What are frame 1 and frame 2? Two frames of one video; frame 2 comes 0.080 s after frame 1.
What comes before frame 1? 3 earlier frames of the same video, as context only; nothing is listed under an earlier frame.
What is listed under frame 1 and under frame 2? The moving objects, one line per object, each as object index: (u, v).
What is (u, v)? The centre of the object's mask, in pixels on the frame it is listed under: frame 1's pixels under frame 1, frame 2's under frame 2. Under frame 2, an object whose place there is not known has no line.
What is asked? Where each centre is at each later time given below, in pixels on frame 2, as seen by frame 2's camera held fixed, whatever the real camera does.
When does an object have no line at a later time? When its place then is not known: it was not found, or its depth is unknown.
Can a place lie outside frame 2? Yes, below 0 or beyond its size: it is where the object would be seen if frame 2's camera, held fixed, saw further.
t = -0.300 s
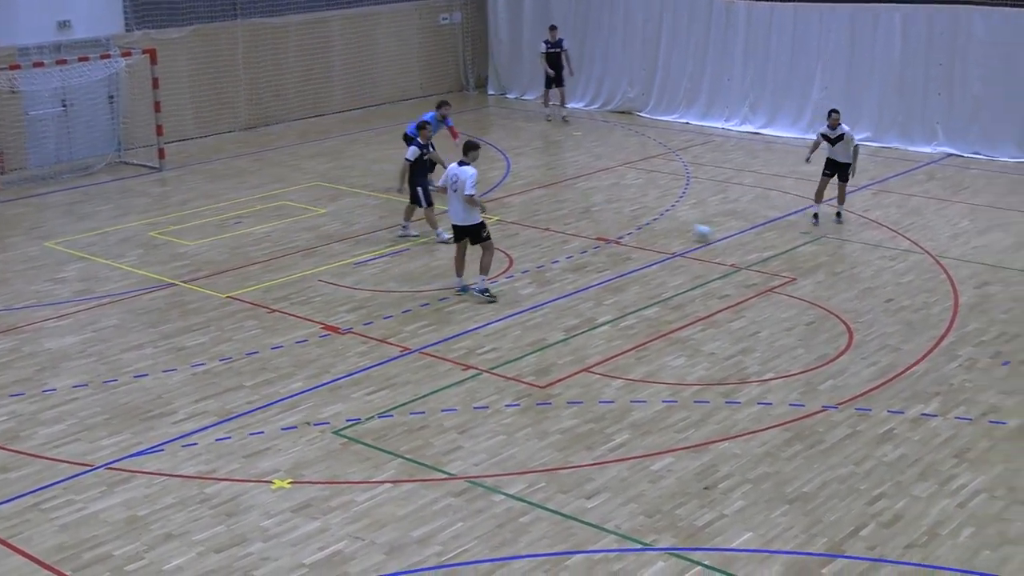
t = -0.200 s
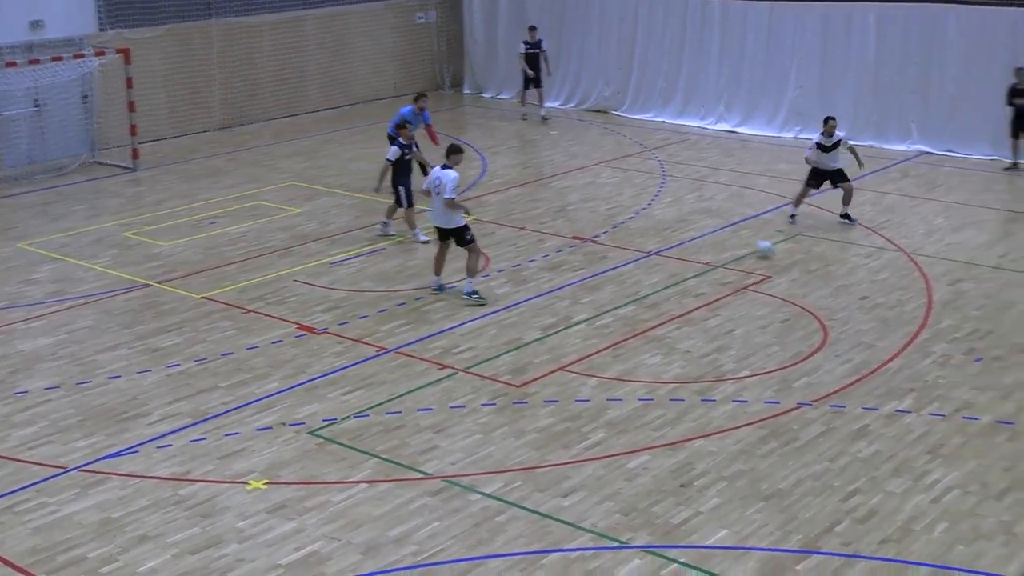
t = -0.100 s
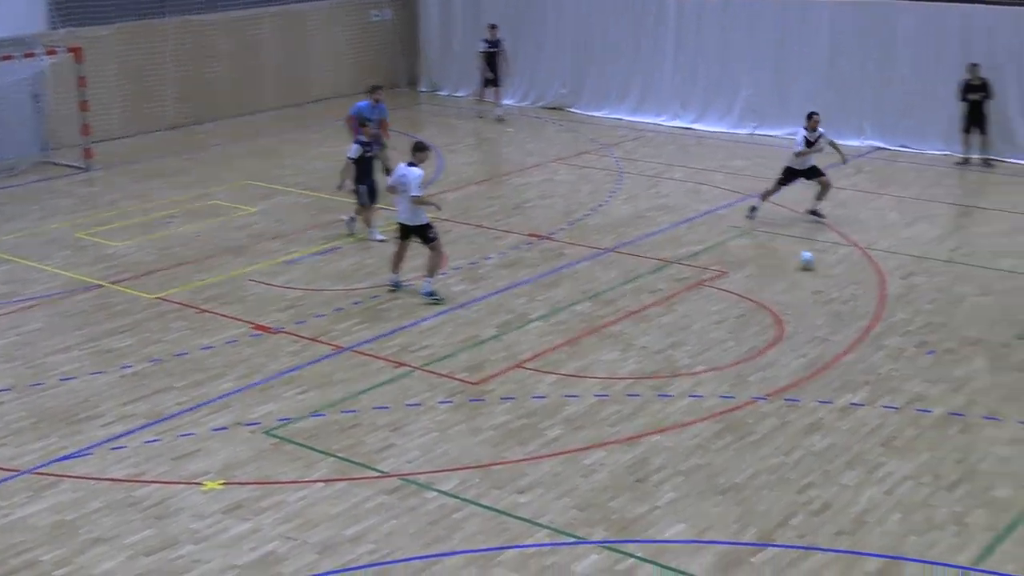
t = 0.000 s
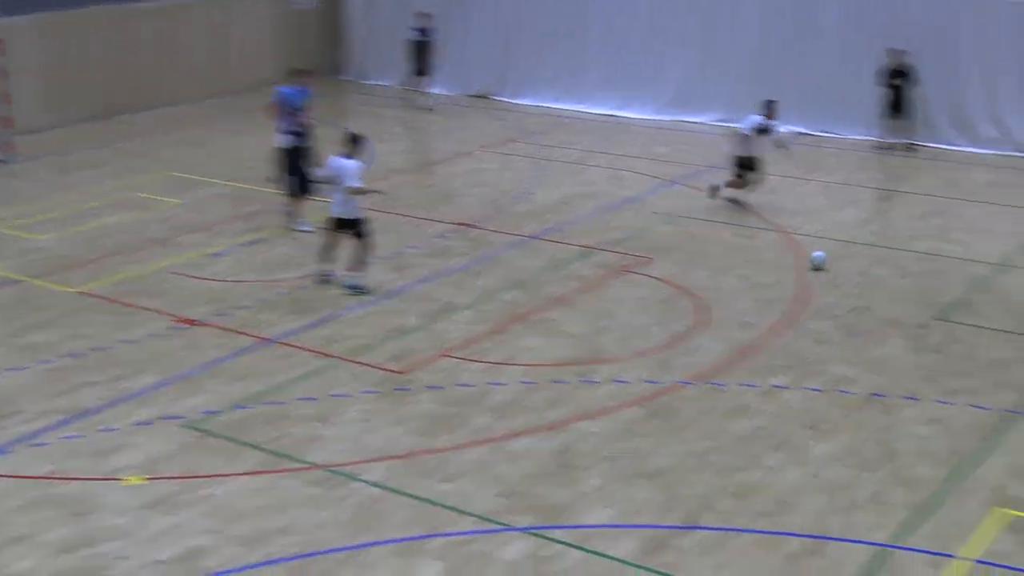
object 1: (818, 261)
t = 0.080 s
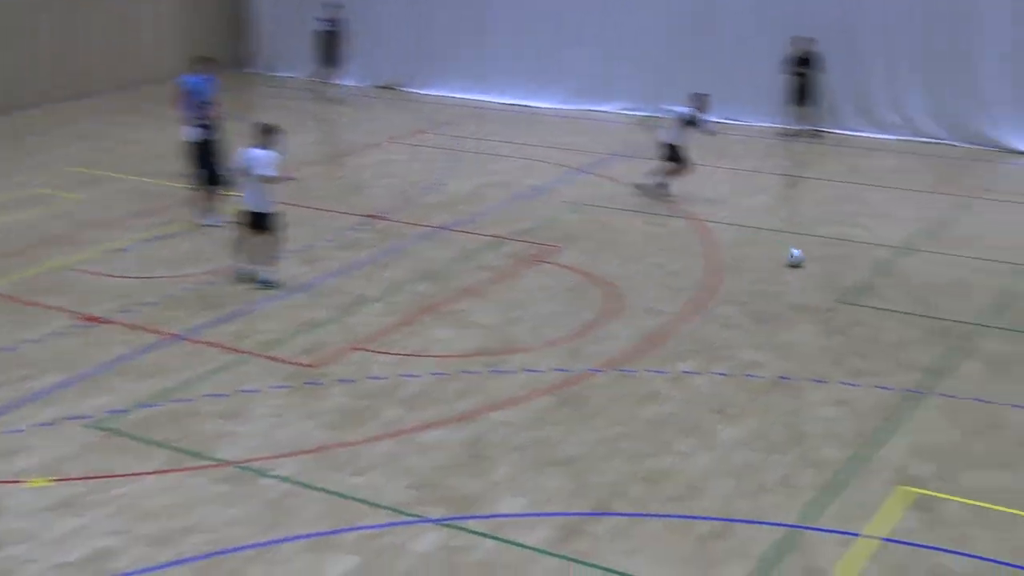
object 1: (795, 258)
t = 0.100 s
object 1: (811, 259)
